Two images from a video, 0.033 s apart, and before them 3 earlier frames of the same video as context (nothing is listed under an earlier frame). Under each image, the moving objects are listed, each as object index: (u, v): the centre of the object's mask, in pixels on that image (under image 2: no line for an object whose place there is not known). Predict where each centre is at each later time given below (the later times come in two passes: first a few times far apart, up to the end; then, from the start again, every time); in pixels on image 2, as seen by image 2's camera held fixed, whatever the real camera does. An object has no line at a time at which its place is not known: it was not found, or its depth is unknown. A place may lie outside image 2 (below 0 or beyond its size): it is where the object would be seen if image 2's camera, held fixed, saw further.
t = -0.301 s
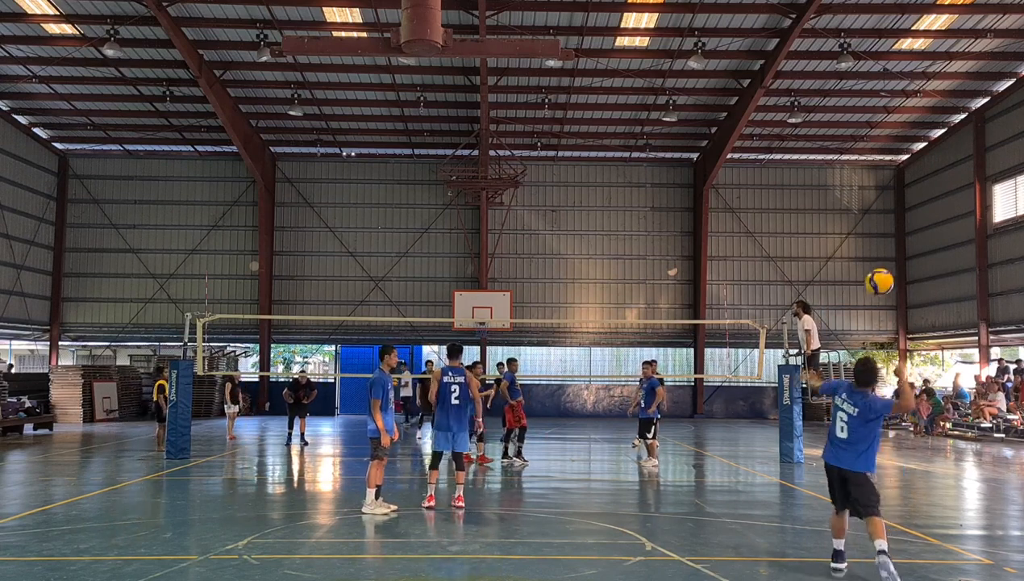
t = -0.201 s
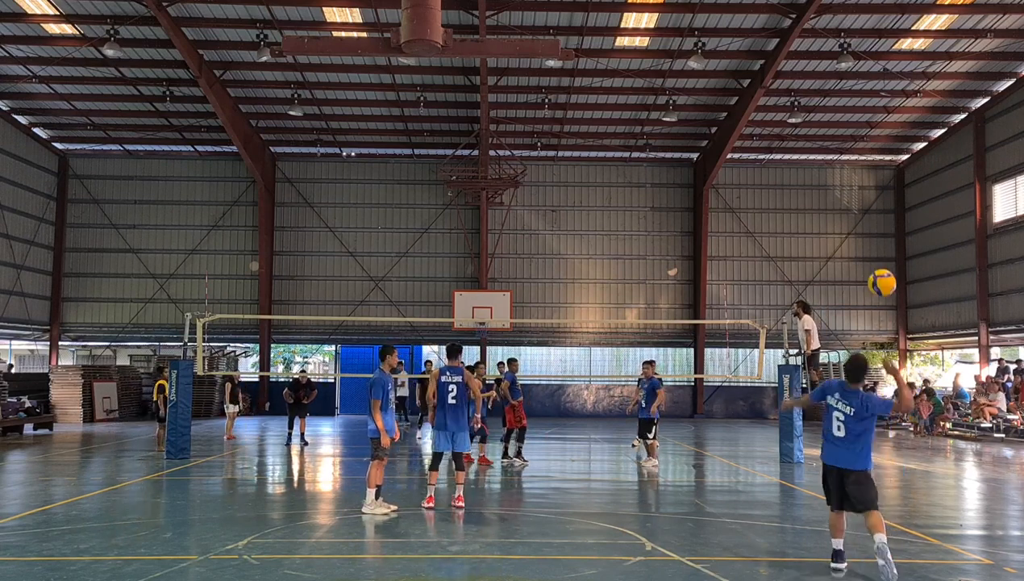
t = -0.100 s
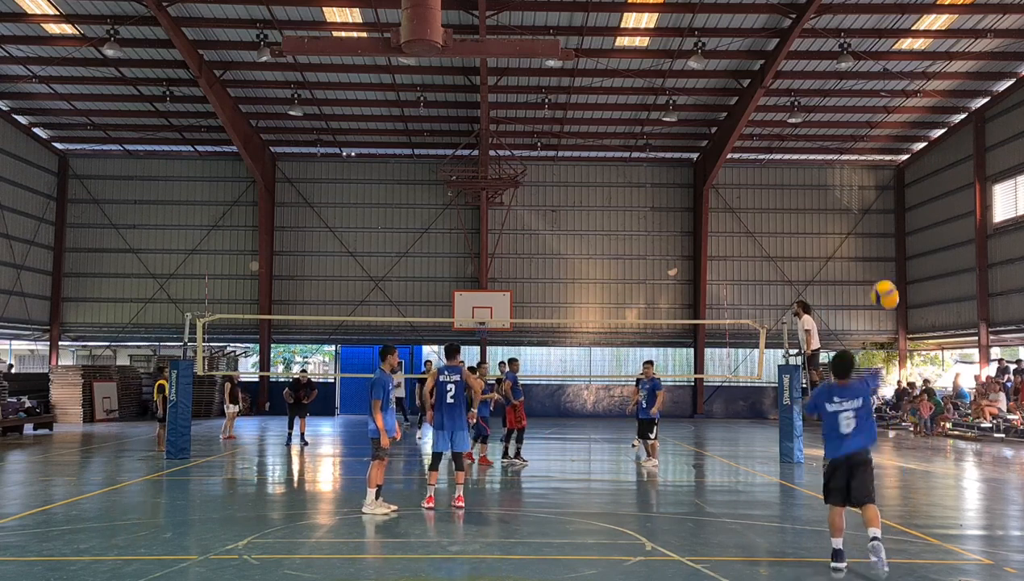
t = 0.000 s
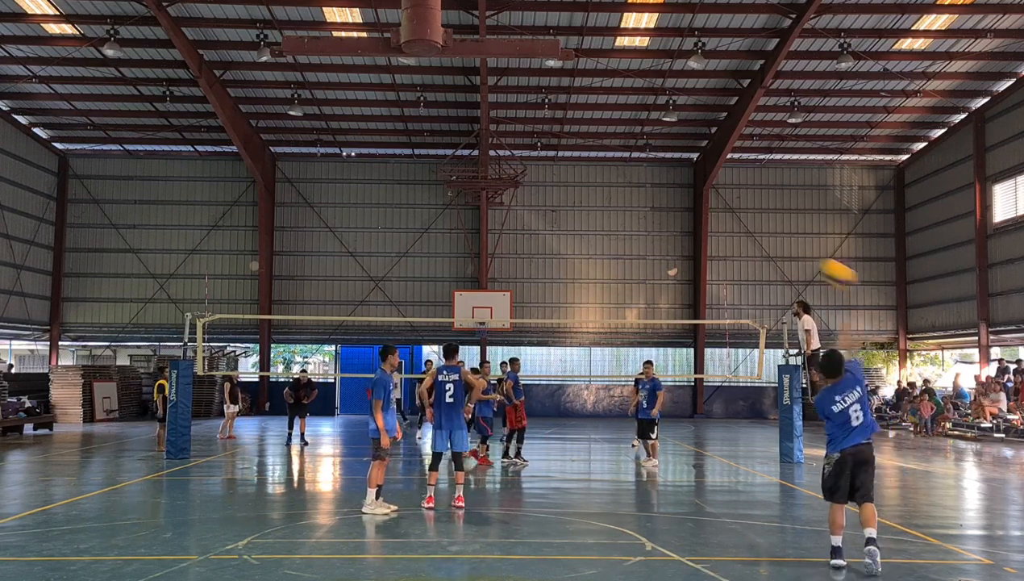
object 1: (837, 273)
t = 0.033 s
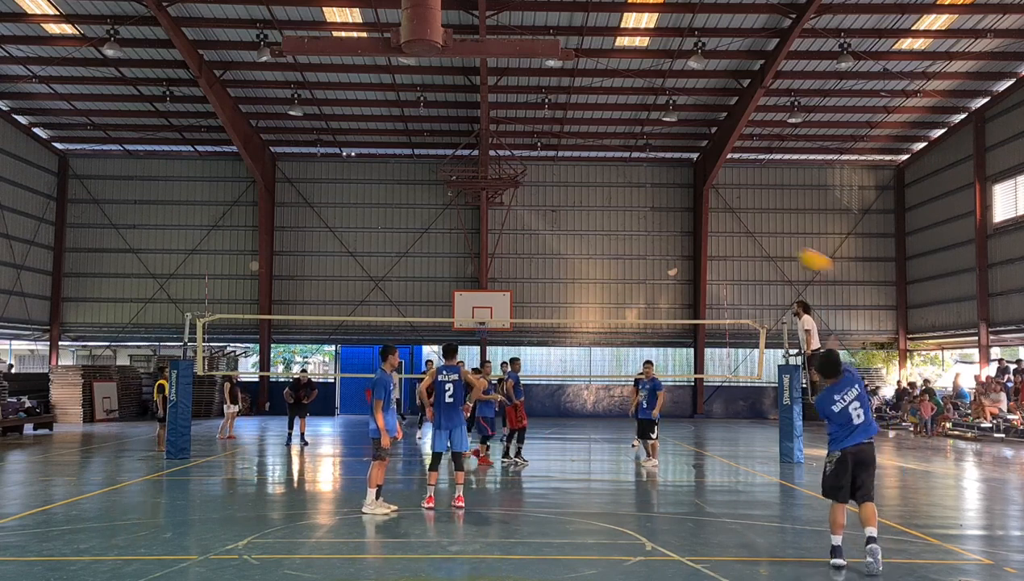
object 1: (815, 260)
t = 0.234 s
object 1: (716, 227)
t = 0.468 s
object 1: (648, 235)
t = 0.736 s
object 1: (600, 275)
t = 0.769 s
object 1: (594, 282)
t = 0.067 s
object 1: (794, 251)
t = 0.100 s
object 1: (776, 243)
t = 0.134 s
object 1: (759, 238)
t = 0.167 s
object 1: (745, 233)
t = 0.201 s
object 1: (730, 230)
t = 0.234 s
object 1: (716, 227)
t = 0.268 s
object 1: (705, 226)
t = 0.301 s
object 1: (693, 226)
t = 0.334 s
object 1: (683, 226)
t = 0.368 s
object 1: (674, 227)
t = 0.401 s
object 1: (665, 229)
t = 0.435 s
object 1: (656, 231)
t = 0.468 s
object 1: (648, 235)
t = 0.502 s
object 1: (641, 239)
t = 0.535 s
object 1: (635, 242)
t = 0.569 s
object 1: (628, 247)
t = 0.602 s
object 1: (621, 253)
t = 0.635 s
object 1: (615, 258)
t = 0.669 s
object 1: (609, 263)
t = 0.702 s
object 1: (604, 270)
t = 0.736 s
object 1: (600, 275)
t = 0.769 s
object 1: (594, 282)
